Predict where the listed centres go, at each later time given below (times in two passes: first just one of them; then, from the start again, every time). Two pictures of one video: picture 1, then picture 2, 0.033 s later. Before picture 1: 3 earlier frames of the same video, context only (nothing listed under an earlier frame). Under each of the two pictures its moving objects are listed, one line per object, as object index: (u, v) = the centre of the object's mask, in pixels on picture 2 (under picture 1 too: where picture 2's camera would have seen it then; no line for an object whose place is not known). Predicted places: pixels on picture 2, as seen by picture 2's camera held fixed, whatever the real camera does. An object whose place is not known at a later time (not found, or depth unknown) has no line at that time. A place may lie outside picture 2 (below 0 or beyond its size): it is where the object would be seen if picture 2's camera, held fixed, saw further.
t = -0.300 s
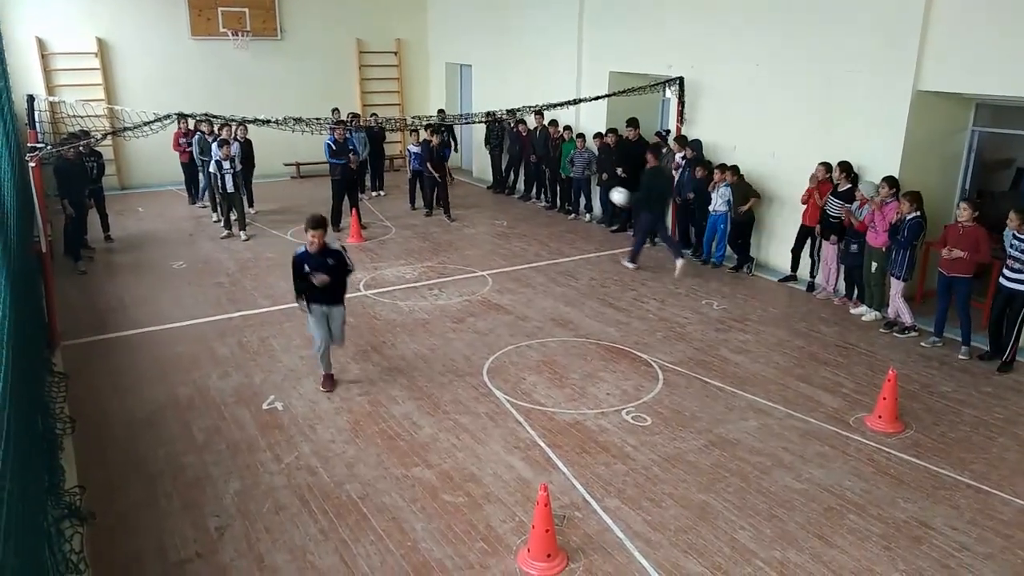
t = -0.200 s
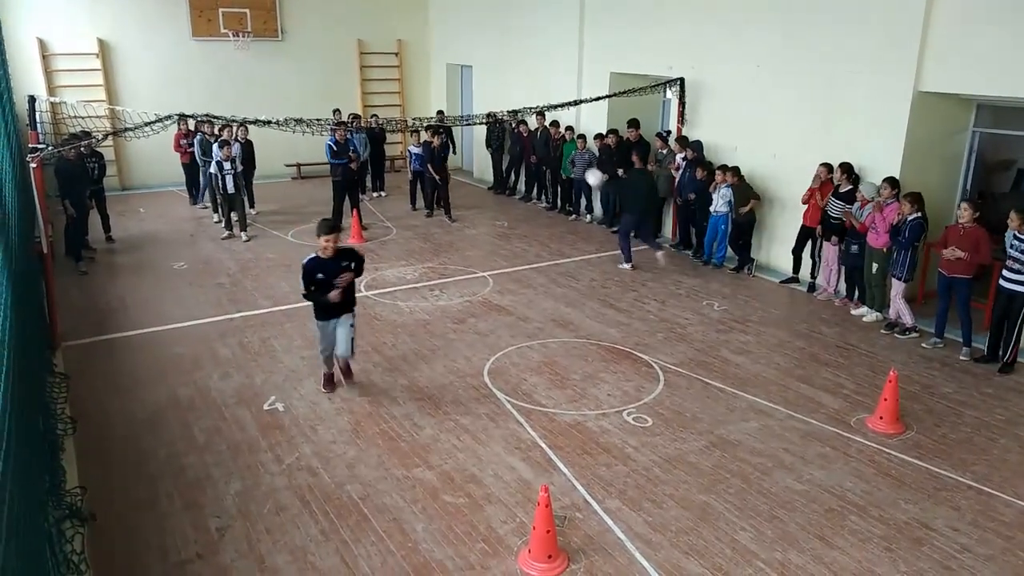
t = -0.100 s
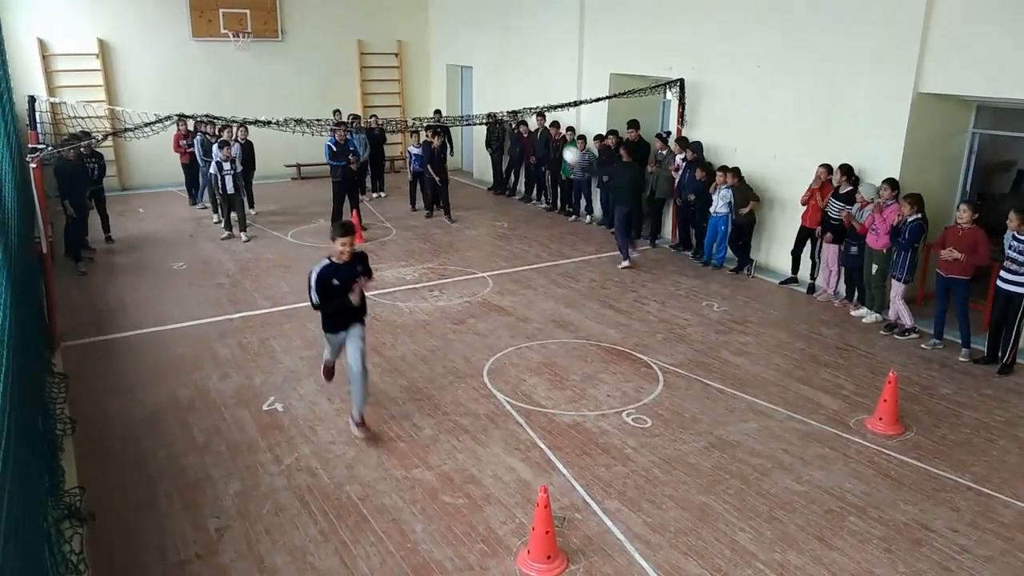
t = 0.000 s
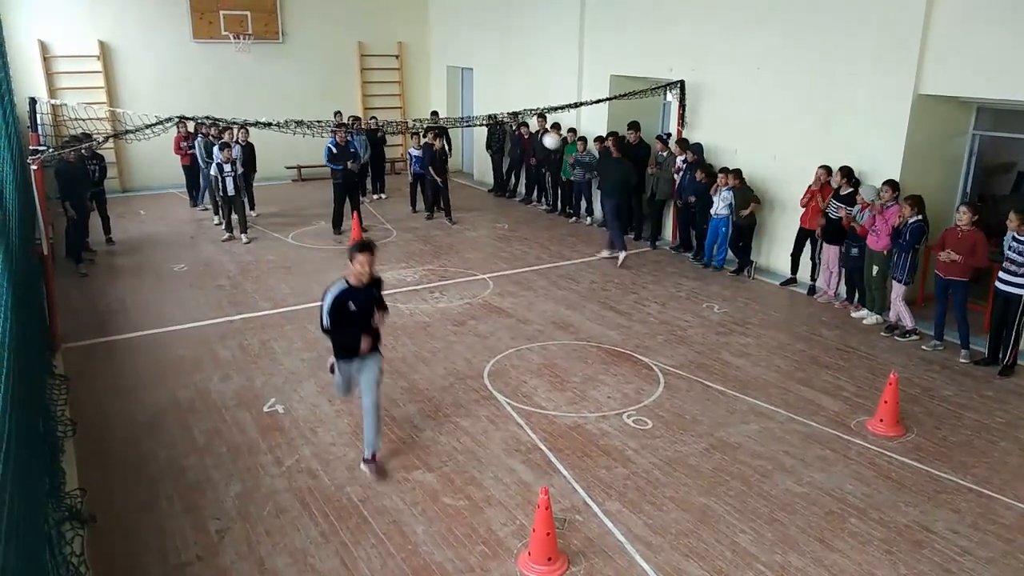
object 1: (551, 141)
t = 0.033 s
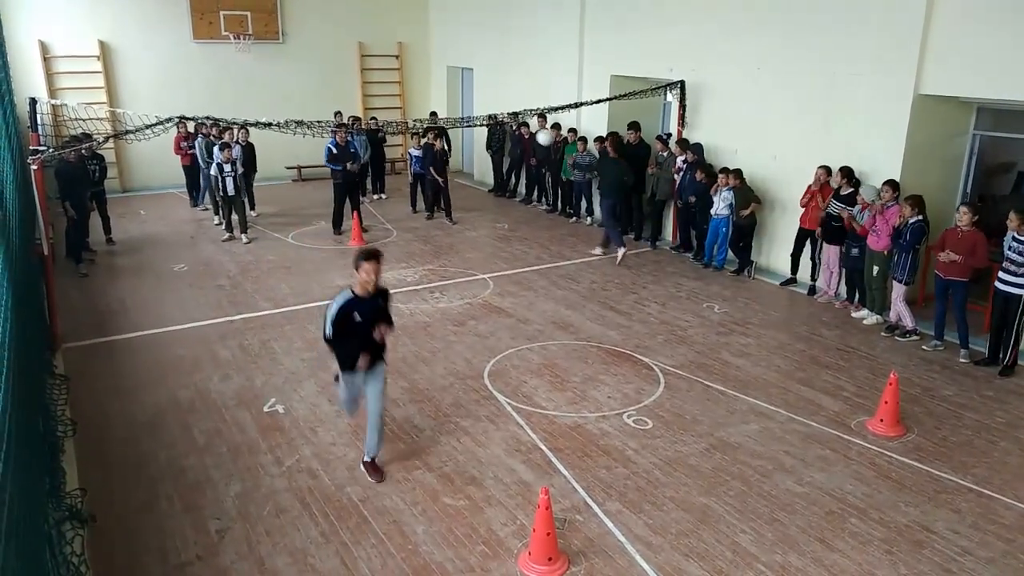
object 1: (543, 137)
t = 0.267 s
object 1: (501, 135)
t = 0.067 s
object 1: (538, 135)
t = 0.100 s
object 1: (530, 133)
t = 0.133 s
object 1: (524, 132)
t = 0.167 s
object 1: (518, 132)
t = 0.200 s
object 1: (512, 132)
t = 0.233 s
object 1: (507, 133)
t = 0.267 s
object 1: (501, 135)
